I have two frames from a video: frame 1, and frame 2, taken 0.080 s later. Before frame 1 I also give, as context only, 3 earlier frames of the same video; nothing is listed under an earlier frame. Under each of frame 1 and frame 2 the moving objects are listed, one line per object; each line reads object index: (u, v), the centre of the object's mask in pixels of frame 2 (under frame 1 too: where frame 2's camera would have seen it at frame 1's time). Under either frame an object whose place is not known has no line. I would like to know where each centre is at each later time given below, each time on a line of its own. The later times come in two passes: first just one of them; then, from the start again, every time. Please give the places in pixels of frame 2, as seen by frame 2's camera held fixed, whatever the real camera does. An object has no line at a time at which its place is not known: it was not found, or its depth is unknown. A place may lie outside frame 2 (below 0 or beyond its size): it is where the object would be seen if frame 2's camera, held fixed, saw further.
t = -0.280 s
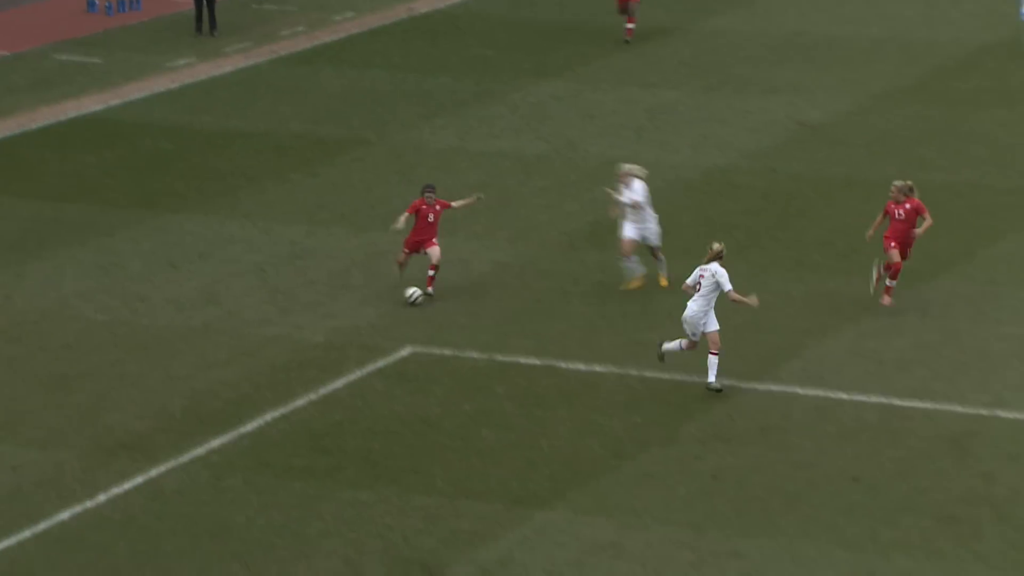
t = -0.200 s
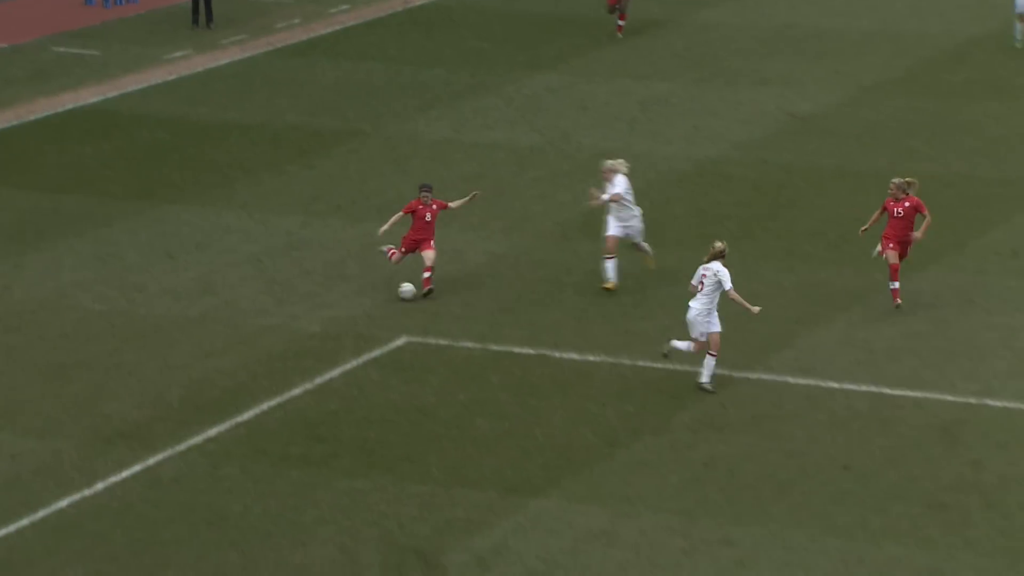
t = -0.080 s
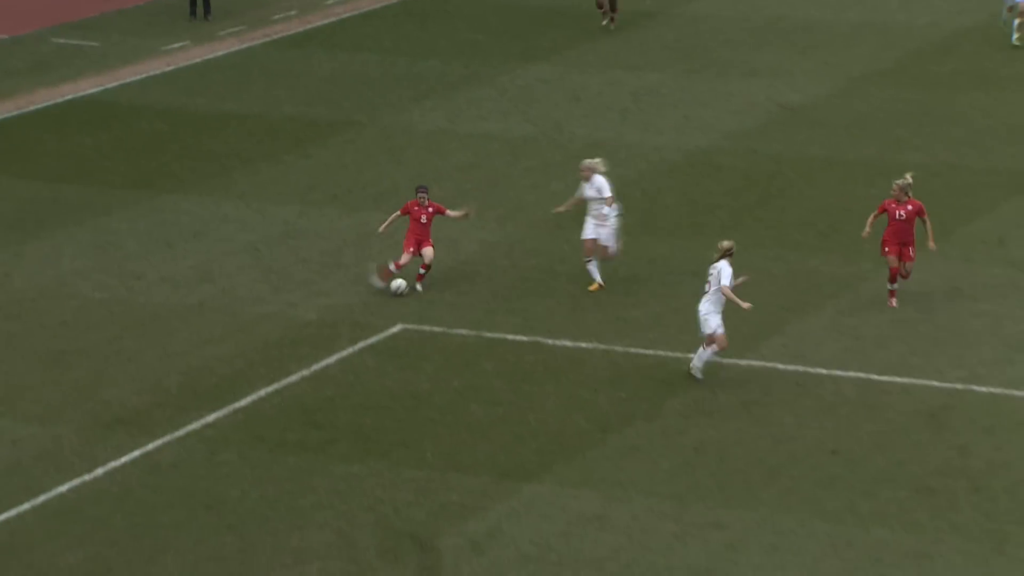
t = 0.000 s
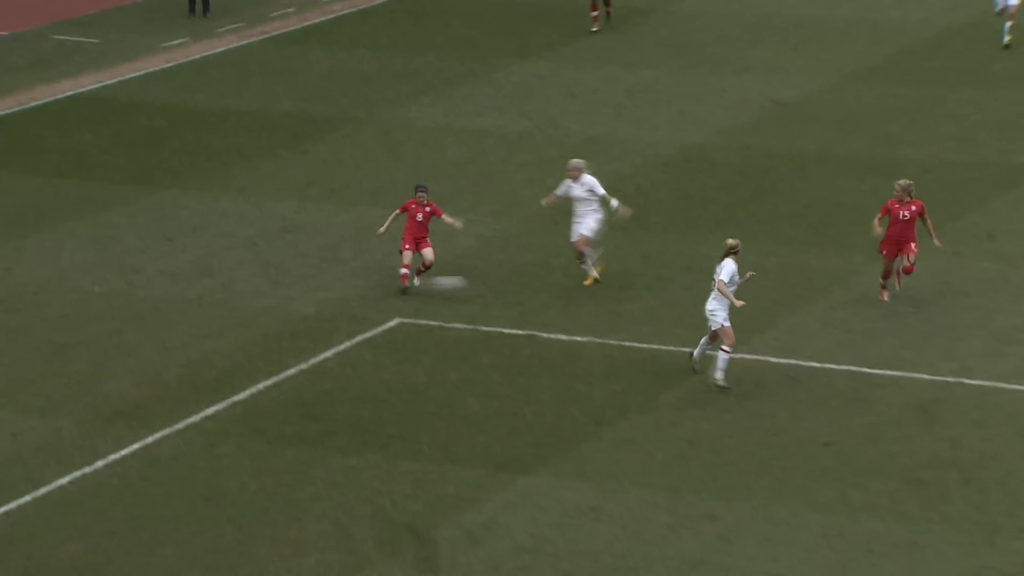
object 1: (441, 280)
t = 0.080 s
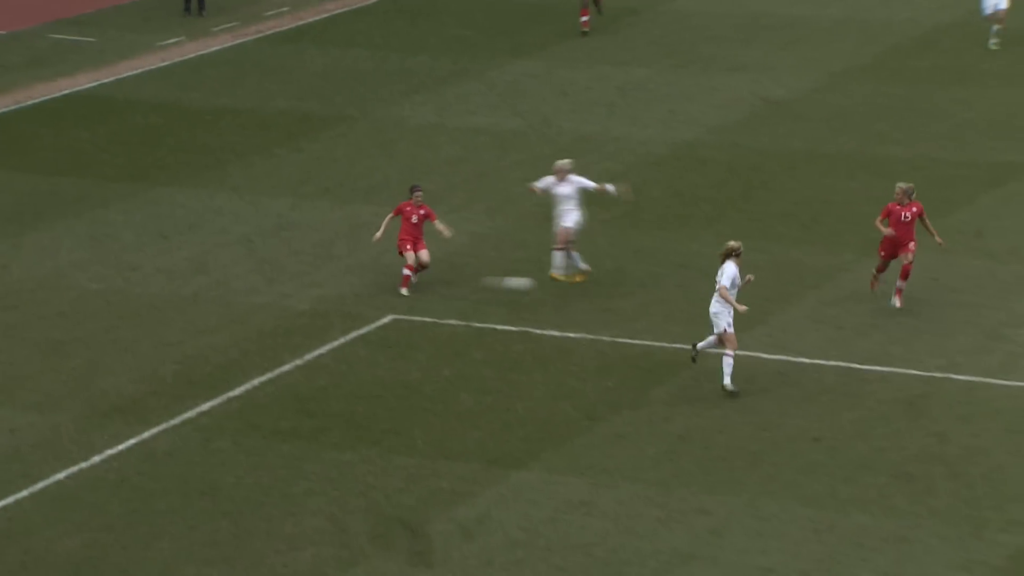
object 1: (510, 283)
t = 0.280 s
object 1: (714, 306)
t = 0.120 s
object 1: (555, 286)
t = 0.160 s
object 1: (591, 290)
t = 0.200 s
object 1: (636, 295)
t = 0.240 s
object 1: (672, 299)
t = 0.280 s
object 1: (714, 306)
